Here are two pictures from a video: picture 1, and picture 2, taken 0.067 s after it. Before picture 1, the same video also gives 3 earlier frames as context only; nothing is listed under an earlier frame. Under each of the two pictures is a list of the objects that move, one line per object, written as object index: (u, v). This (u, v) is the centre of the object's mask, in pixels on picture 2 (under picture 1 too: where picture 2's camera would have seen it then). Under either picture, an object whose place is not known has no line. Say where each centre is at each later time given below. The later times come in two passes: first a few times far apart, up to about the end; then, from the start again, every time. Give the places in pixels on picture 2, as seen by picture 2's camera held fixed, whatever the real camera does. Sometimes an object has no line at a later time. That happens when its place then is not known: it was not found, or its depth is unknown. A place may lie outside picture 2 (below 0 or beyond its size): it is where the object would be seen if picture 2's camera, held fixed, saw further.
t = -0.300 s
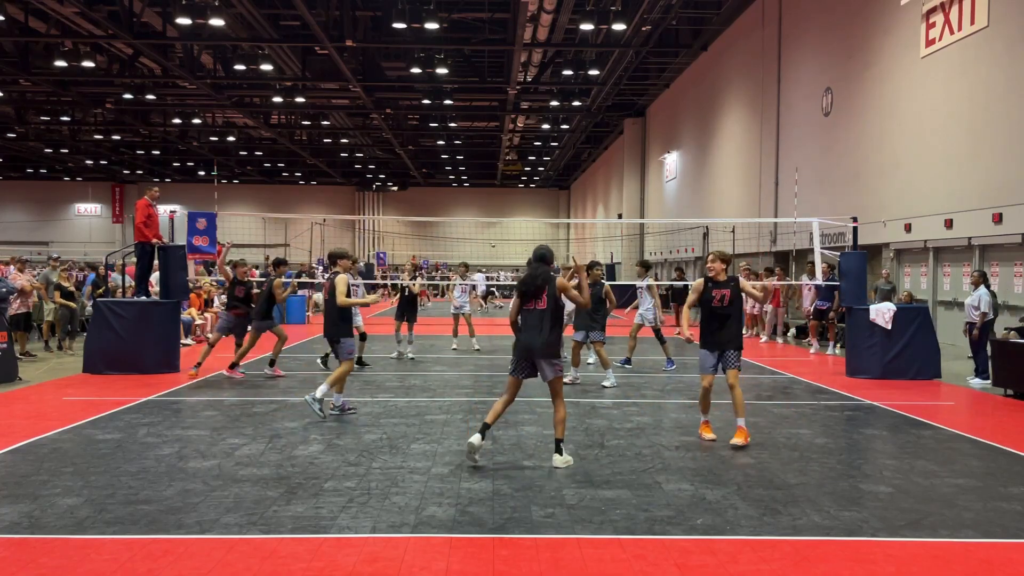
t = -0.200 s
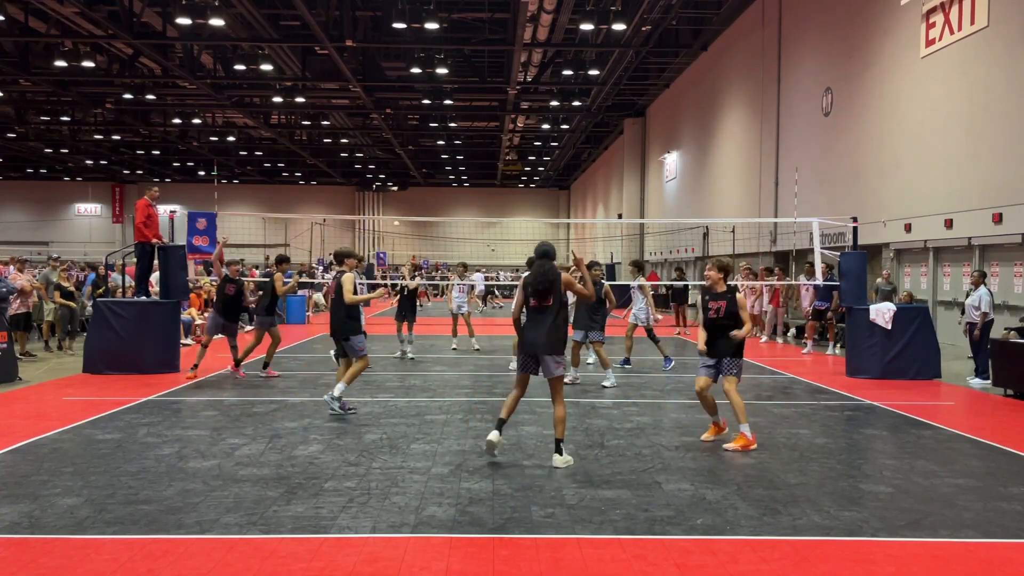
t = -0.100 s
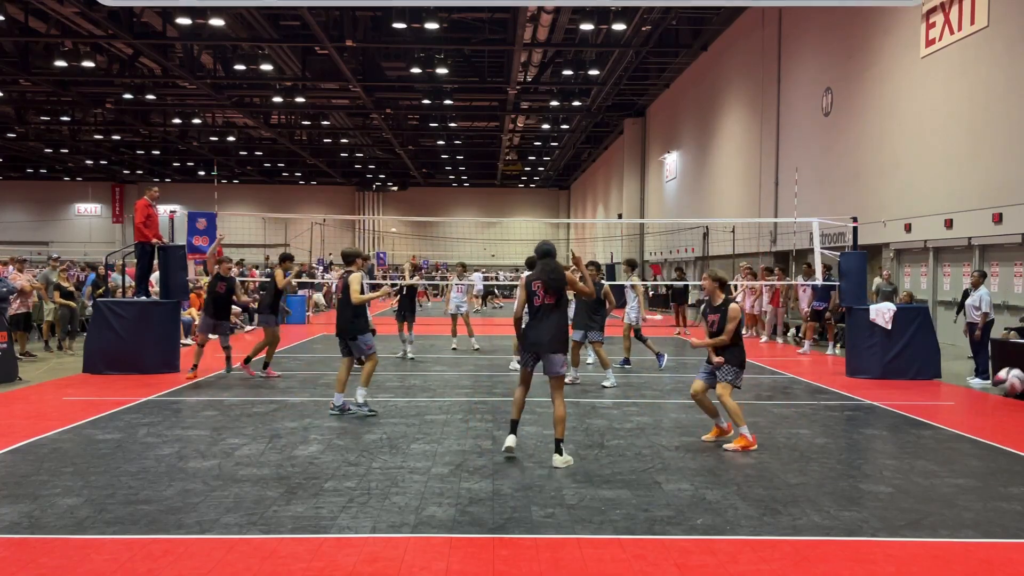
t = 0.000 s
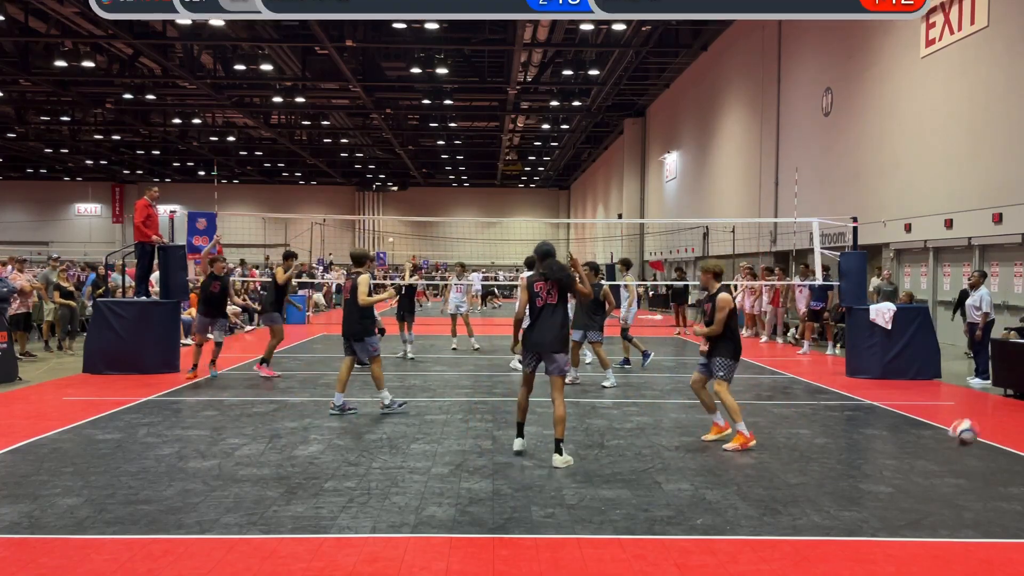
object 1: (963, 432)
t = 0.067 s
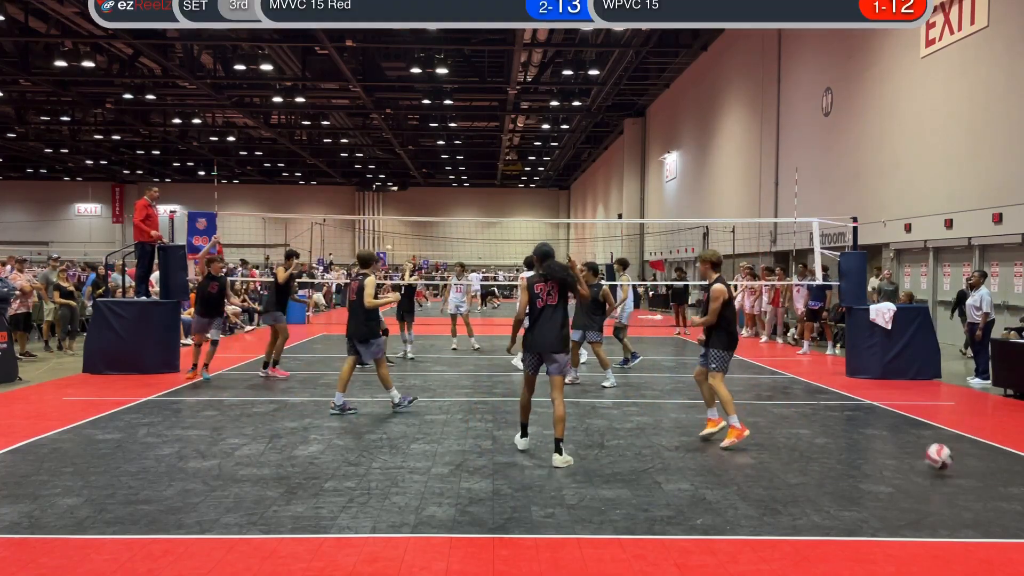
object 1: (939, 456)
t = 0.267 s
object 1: (905, 377)
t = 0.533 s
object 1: (862, 345)
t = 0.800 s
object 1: (820, 397)
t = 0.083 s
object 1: (935, 448)
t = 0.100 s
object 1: (932, 440)
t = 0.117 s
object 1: (930, 432)
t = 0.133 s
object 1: (927, 424)
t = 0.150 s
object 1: (924, 418)
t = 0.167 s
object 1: (921, 411)
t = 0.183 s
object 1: (919, 404)
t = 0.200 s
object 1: (916, 398)
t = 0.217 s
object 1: (913, 392)
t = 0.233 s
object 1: (910, 386)
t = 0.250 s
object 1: (908, 381)
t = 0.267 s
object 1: (905, 377)
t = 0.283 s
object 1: (902, 372)
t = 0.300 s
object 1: (900, 368)
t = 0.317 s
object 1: (897, 365)
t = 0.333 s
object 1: (894, 361)
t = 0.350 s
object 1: (892, 358)
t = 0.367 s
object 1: (889, 356)
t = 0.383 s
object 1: (886, 353)
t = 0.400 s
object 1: (884, 351)
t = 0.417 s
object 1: (881, 349)
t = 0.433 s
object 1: (878, 347)
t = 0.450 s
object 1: (876, 346)
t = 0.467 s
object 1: (873, 345)
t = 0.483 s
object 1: (870, 345)
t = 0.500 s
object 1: (867, 345)
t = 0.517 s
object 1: (865, 345)
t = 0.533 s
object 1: (862, 345)
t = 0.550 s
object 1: (859, 346)
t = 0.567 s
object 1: (857, 347)
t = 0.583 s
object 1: (854, 348)
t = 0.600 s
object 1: (851, 350)
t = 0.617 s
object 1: (849, 353)
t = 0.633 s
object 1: (846, 355)
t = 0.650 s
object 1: (843, 358)
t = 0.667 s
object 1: (841, 361)
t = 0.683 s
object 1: (838, 364)
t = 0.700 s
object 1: (836, 368)
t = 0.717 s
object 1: (833, 372)
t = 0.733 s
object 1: (830, 377)
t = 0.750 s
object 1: (828, 382)
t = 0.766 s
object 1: (825, 387)
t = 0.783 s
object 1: (822, 392)
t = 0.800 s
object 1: (820, 397)
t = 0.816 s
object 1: (817, 404)
